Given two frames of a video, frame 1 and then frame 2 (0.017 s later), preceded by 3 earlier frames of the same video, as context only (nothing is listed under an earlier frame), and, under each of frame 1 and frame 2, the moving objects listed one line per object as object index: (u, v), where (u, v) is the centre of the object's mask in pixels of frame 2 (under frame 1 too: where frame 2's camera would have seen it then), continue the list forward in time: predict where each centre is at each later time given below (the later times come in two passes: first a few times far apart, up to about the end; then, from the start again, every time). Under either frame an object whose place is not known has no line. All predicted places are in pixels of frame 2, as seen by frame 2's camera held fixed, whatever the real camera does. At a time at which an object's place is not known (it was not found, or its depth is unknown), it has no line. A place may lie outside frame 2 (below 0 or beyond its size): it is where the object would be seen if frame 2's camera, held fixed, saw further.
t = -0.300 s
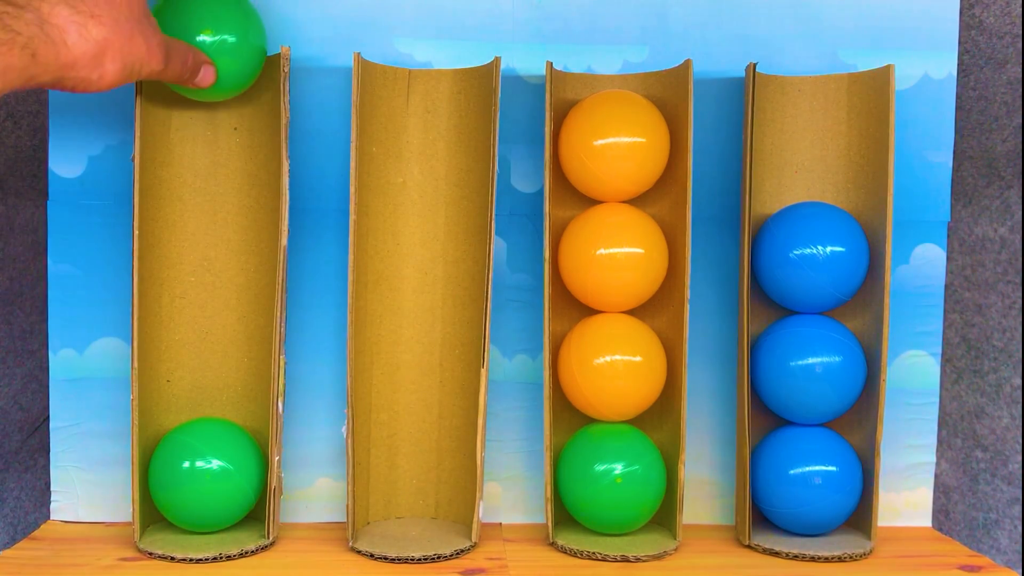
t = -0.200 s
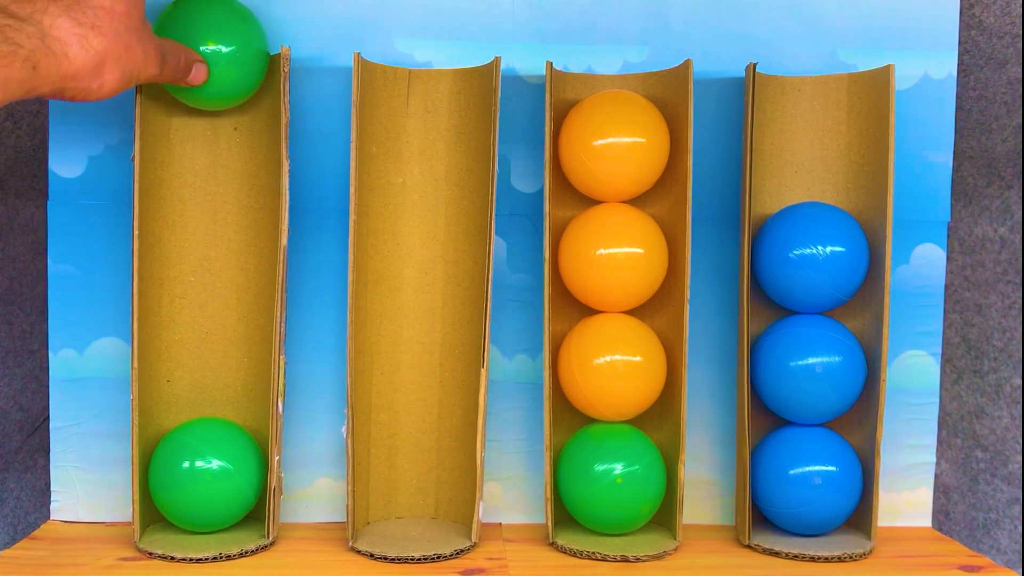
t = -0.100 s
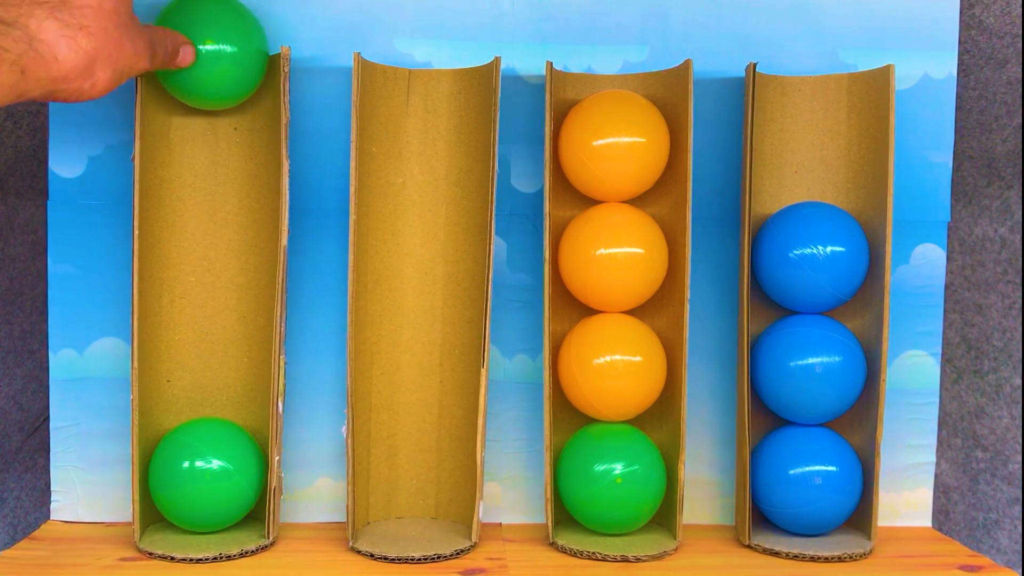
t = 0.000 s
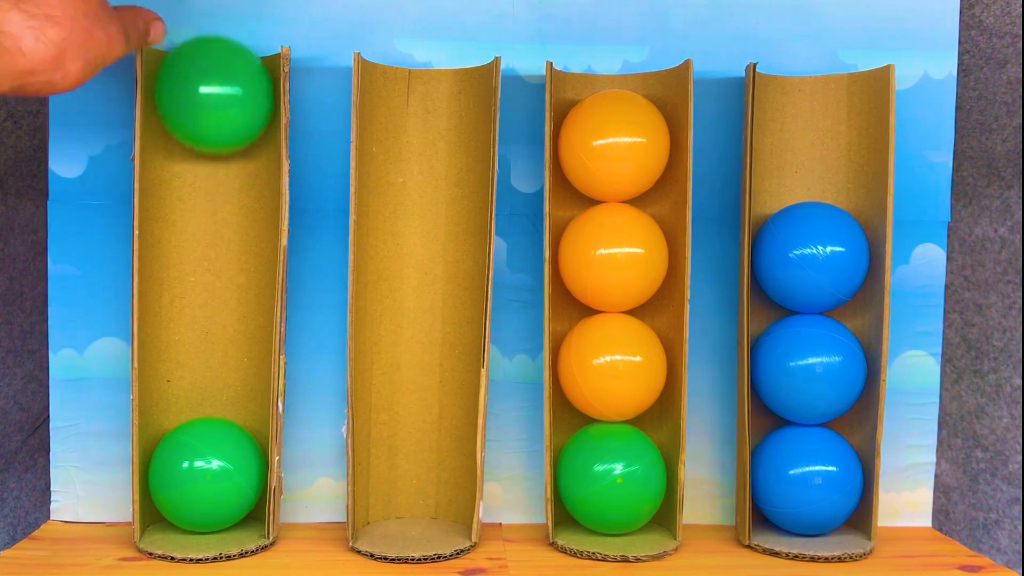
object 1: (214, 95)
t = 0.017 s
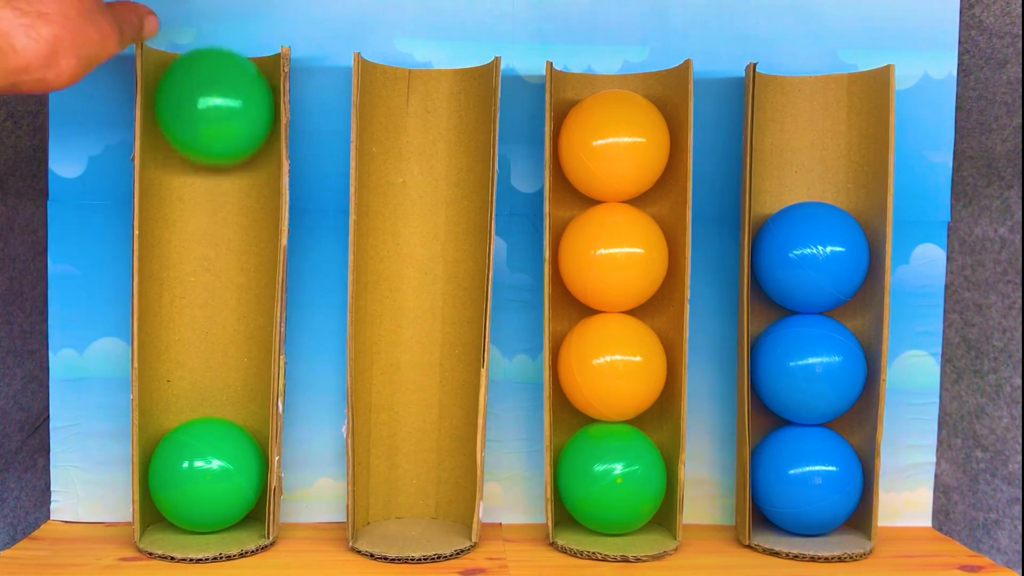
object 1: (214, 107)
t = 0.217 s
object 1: (209, 361)
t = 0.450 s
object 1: (207, 346)
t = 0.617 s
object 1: (205, 361)
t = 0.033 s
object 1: (214, 120)
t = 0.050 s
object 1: (213, 135)
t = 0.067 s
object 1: (212, 152)
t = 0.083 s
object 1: (211, 170)
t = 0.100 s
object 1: (210, 189)
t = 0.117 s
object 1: (209, 209)
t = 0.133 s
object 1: (209, 231)
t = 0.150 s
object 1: (209, 255)
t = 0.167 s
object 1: (209, 279)
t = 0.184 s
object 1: (209, 305)
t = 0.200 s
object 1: (209, 333)
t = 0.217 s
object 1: (209, 361)
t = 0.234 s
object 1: (208, 355)
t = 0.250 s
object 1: (208, 341)
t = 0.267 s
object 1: (208, 328)
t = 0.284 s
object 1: (210, 317)
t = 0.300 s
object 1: (213, 308)
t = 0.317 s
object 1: (216, 302)
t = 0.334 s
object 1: (216, 299)
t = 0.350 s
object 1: (211, 299)
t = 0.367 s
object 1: (204, 302)
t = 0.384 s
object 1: (201, 308)
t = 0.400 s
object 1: (202, 315)
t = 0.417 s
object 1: (205, 324)
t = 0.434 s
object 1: (207, 335)
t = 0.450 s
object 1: (207, 346)
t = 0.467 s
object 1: (207, 359)
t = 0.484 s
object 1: (208, 360)
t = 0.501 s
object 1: (209, 356)
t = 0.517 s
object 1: (211, 355)
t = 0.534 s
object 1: (210, 355)
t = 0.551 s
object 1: (208, 358)
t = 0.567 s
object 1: (206, 361)
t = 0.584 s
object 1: (206, 361)
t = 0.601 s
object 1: (206, 361)
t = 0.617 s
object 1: (205, 361)
